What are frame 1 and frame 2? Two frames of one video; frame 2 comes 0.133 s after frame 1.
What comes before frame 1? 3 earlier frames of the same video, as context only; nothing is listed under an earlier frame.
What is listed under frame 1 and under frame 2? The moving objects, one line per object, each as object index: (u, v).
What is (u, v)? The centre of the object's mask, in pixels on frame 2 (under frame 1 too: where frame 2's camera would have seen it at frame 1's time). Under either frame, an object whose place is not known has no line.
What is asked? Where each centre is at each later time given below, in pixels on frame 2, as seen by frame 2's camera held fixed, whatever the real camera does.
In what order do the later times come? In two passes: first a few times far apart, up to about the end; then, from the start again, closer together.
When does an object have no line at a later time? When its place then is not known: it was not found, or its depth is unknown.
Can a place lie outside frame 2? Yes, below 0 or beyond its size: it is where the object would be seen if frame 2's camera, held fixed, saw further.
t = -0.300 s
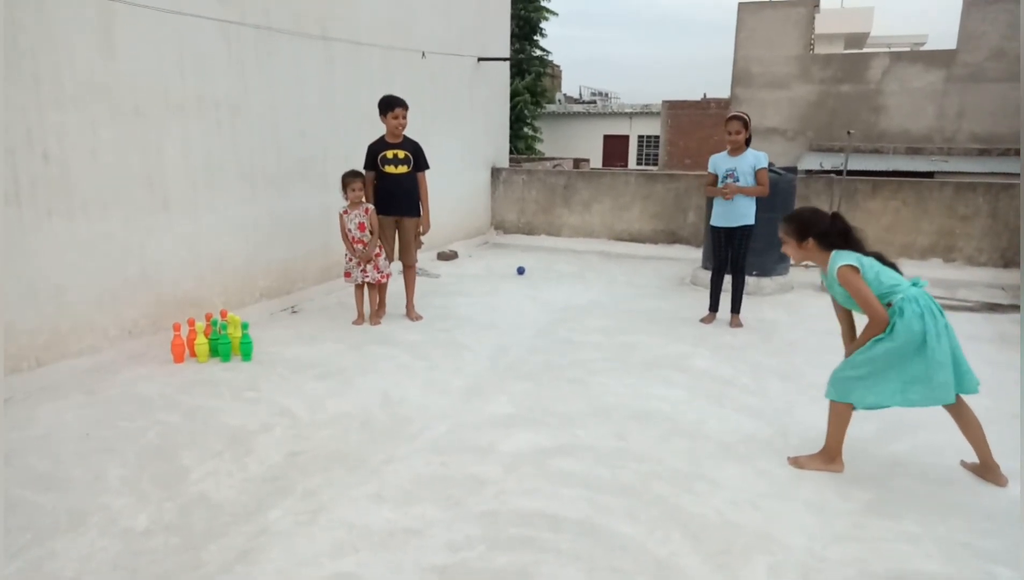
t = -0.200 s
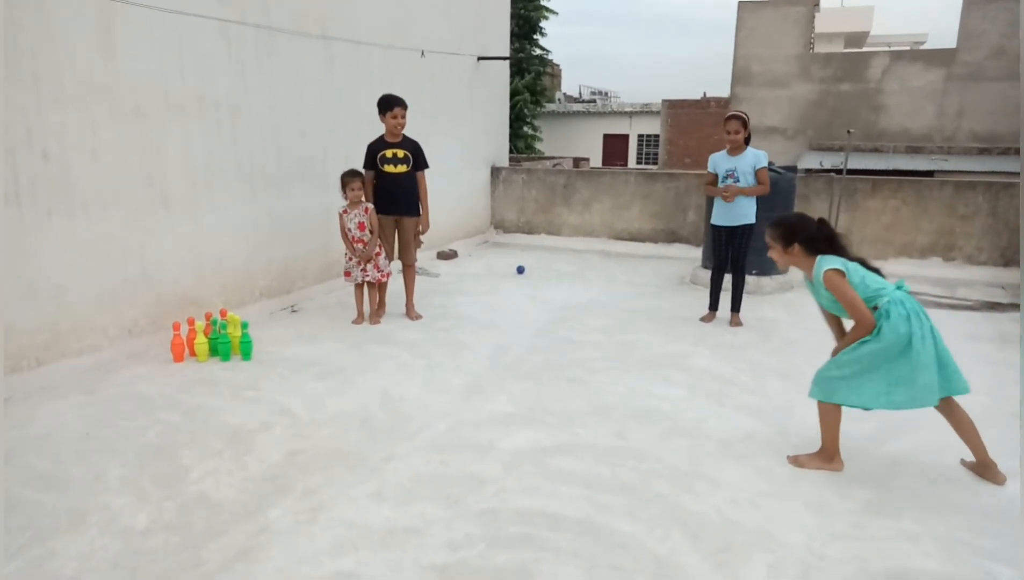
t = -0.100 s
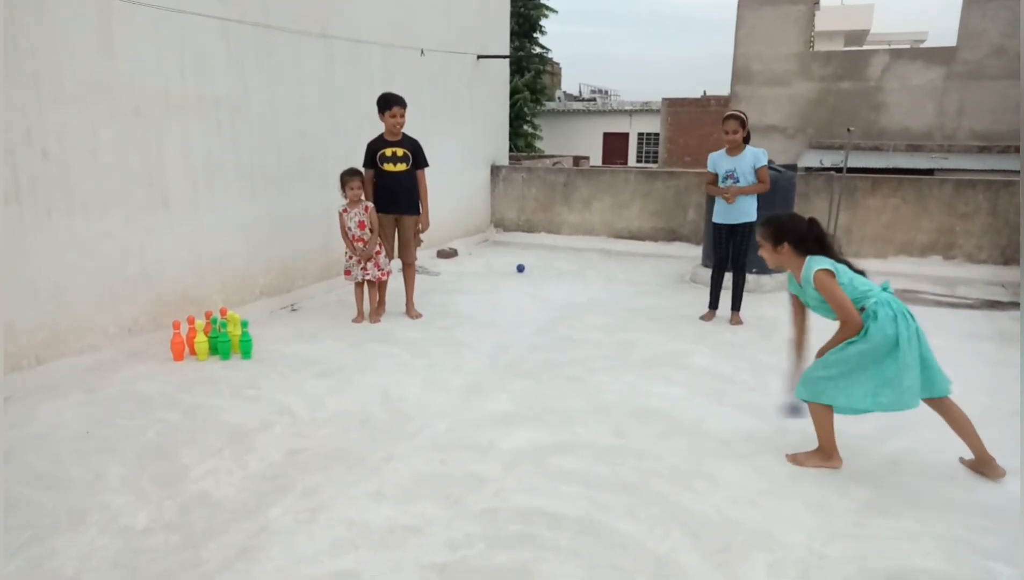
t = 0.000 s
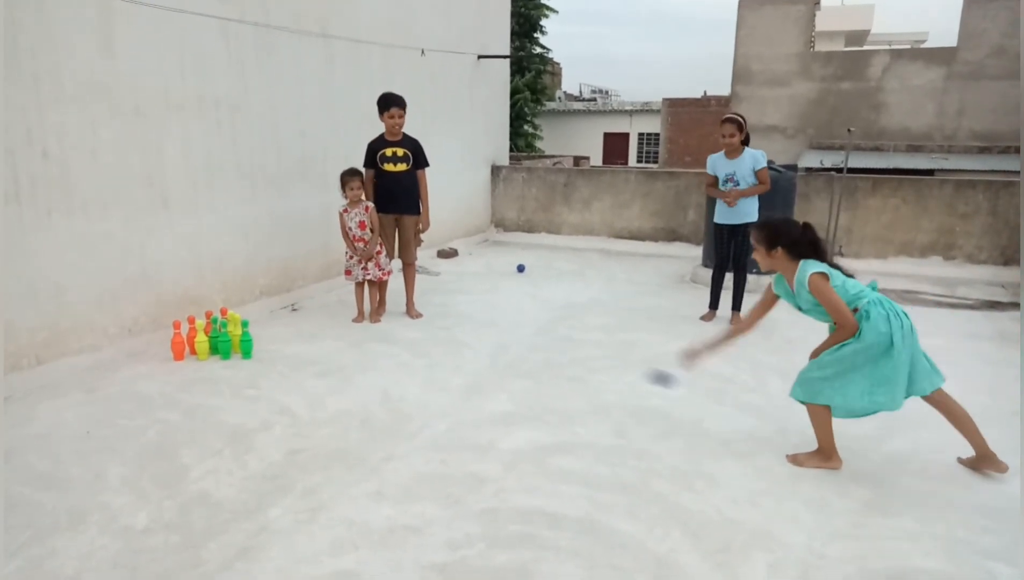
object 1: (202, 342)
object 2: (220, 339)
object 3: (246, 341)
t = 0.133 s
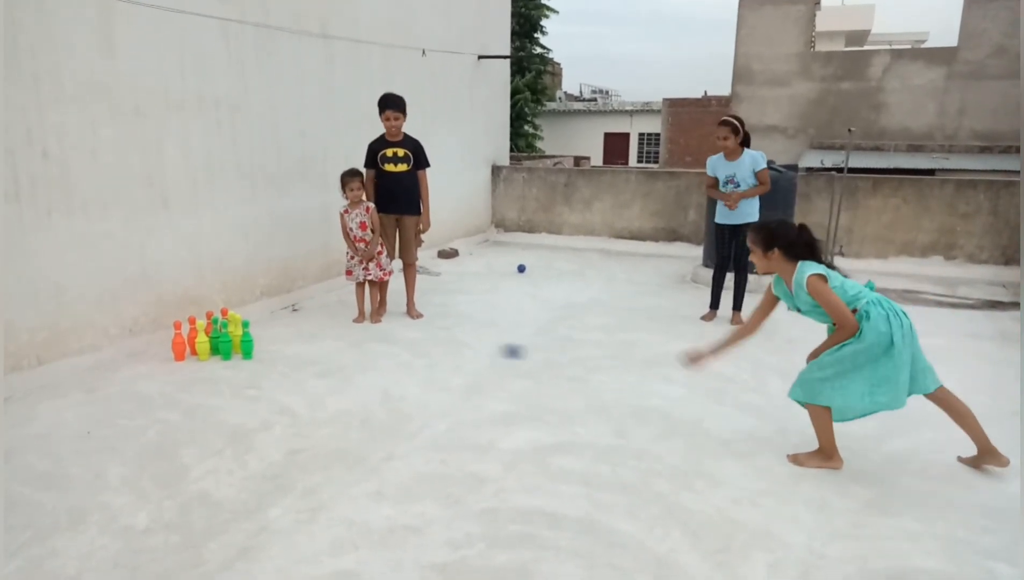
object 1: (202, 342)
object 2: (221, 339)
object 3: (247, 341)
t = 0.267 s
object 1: (202, 342)
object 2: (221, 339)
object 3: (247, 341)
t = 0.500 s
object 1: (202, 342)
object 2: (221, 340)
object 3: (246, 345)
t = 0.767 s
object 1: (202, 342)
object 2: (222, 343)
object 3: (234, 349)
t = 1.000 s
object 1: (199, 342)
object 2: (218, 342)
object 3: (232, 349)
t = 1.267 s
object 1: (191, 344)
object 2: (213, 347)
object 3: (236, 350)
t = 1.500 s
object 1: (179, 357)
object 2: (213, 352)
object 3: (238, 350)
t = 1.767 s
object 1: (182, 359)
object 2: (213, 350)
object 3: (241, 349)
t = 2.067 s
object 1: (181, 361)
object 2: (212, 350)
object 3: (245, 348)
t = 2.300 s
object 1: (181, 362)
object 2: (212, 350)
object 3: (248, 347)
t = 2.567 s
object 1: (180, 364)
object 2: (212, 349)
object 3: (252, 346)
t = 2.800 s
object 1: (180, 365)
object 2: (213, 349)
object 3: (255, 345)
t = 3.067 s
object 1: (178, 366)
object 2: (213, 347)
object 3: (258, 344)
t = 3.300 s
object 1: (177, 367)
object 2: (214, 347)
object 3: (260, 343)
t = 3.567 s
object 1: (175, 368)
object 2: (214, 347)
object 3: (262, 343)
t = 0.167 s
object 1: (202, 342)
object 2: (221, 339)
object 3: (247, 341)
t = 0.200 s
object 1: (202, 342)
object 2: (221, 339)
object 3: (247, 341)
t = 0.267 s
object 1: (202, 342)
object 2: (221, 339)
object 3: (247, 341)
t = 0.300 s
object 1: (202, 342)
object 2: (221, 339)
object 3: (247, 341)
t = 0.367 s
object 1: (202, 342)
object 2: (221, 339)
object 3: (246, 341)
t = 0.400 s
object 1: (202, 342)
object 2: (221, 340)
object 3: (246, 341)
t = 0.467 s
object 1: (202, 342)
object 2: (221, 340)
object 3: (247, 341)
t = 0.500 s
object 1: (202, 342)
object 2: (221, 340)
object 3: (246, 345)
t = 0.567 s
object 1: (202, 342)
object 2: (221, 341)
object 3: (239, 334)
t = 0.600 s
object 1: (202, 342)
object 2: (221, 341)
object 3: (237, 334)
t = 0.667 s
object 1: (202, 343)
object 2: (219, 340)
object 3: (235, 337)
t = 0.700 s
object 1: (202, 342)
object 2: (222, 341)
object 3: (234, 340)
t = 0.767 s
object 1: (202, 342)
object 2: (222, 343)
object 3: (234, 349)
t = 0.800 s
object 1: (202, 342)
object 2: (222, 343)
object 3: (233, 349)
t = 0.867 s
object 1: (201, 342)
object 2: (220, 343)
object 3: (233, 349)
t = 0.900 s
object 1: (201, 342)
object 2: (220, 343)
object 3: (233, 349)
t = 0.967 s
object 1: (200, 342)
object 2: (218, 342)
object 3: (232, 349)
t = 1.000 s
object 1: (199, 342)
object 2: (218, 342)
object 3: (232, 349)
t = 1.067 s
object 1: (198, 342)
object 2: (217, 343)
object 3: (232, 350)
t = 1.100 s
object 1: (197, 342)
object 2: (217, 343)
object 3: (233, 350)
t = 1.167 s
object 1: (195, 343)
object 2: (218, 344)
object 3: (234, 350)
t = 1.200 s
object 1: (194, 343)
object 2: (218, 345)
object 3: (234, 350)
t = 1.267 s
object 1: (191, 344)
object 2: (213, 347)
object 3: (236, 350)
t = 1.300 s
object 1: (190, 345)
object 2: (213, 349)
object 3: (236, 350)
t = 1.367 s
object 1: (187, 348)
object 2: (212, 349)
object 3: (237, 350)
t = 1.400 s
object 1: (186, 350)
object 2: (213, 351)
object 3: (237, 350)
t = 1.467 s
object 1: (181, 357)
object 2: (212, 351)
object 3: (238, 350)
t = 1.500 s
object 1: (179, 357)
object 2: (213, 352)
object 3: (238, 350)
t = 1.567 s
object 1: (178, 358)
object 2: (212, 351)
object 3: (239, 349)
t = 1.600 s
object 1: (179, 358)
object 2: (212, 351)
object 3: (239, 349)
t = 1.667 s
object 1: (180, 359)
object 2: (212, 351)
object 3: (240, 349)
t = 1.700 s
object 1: (181, 359)
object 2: (213, 351)
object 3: (241, 349)
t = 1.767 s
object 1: (182, 359)
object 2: (213, 350)
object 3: (241, 349)
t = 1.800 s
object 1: (182, 359)
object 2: (213, 350)
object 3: (242, 348)
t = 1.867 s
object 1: (182, 360)
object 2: (213, 350)
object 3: (243, 348)
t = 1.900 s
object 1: (182, 360)
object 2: (213, 350)
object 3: (243, 348)
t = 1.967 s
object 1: (181, 361)
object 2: (213, 350)
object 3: (243, 348)
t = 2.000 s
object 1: (181, 361)
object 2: (212, 350)
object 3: (244, 348)
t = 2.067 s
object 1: (181, 361)
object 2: (212, 350)
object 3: (245, 348)
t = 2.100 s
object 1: (181, 361)
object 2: (211, 350)
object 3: (245, 348)
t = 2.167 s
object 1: (181, 361)
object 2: (211, 350)
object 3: (246, 348)
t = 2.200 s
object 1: (181, 362)
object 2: (212, 350)
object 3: (246, 347)
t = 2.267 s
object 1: (181, 362)
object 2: (212, 350)
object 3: (248, 347)
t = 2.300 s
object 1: (181, 362)
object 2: (212, 350)
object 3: (248, 347)
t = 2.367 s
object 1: (181, 363)
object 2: (212, 349)
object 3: (249, 347)
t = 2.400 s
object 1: (181, 363)
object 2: (213, 349)
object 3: (250, 347)
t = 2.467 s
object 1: (180, 363)
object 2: (213, 349)
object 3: (250, 346)
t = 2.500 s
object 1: (180, 363)
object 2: (212, 349)
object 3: (251, 346)
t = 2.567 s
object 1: (180, 364)
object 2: (212, 349)
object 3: (252, 346)
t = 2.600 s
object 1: (180, 364)
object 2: (213, 349)
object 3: (252, 346)
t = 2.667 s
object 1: (180, 364)
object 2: (213, 349)
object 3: (254, 346)
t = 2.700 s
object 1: (180, 364)
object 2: (213, 349)
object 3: (254, 346)
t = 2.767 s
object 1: (180, 364)
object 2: (213, 349)
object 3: (255, 345)
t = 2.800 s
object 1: (180, 365)
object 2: (213, 349)
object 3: (255, 345)
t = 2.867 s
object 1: (179, 365)
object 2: (212, 349)
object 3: (256, 345)
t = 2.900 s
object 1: (179, 365)
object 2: (213, 348)
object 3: (256, 345)
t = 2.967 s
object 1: (178, 365)
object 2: (213, 348)
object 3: (257, 344)
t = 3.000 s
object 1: (178, 365)
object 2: (213, 348)
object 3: (257, 344)
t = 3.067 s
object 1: (178, 366)
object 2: (213, 347)
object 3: (258, 344)
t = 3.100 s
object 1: (178, 366)
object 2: (213, 348)
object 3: (258, 344)
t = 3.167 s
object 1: (177, 366)
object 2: (213, 347)
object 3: (259, 344)
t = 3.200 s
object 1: (177, 367)
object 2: (214, 347)
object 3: (260, 343)
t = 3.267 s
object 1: (176, 367)
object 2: (214, 347)
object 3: (260, 343)
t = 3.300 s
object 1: (177, 367)
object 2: (214, 347)
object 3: (260, 343)
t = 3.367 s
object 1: (176, 367)
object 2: (213, 347)
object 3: (260, 343)
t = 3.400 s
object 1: (176, 367)
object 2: (213, 347)
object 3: (260, 343)
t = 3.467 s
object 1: (175, 368)
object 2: (213, 347)
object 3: (261, 343)
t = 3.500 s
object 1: (175, 368)
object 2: (213, 347)
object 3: (261, 343)
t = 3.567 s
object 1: (175, 368)
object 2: (214, 347)
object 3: (262, 343)
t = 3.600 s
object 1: (175, 368)
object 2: (213, 347)
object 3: (261, 342)
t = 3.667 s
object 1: (175, 368)
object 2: (214, 347)
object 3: (261, 342)
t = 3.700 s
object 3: (262, 342)
